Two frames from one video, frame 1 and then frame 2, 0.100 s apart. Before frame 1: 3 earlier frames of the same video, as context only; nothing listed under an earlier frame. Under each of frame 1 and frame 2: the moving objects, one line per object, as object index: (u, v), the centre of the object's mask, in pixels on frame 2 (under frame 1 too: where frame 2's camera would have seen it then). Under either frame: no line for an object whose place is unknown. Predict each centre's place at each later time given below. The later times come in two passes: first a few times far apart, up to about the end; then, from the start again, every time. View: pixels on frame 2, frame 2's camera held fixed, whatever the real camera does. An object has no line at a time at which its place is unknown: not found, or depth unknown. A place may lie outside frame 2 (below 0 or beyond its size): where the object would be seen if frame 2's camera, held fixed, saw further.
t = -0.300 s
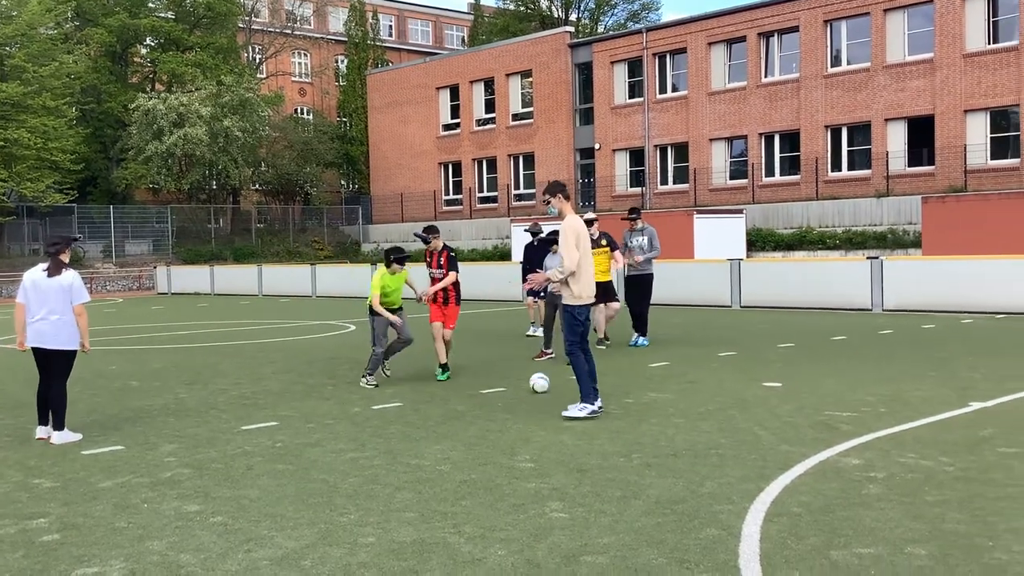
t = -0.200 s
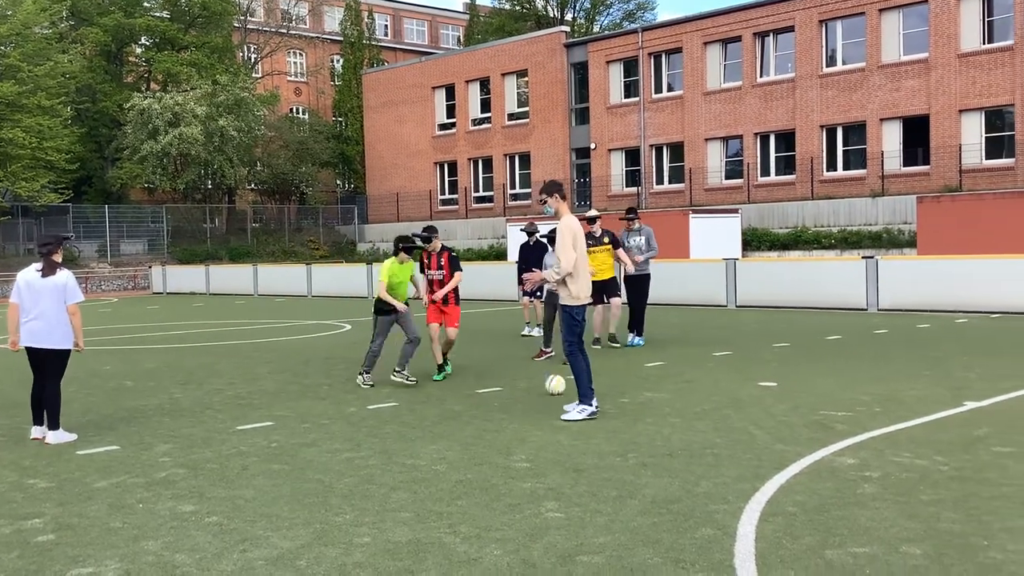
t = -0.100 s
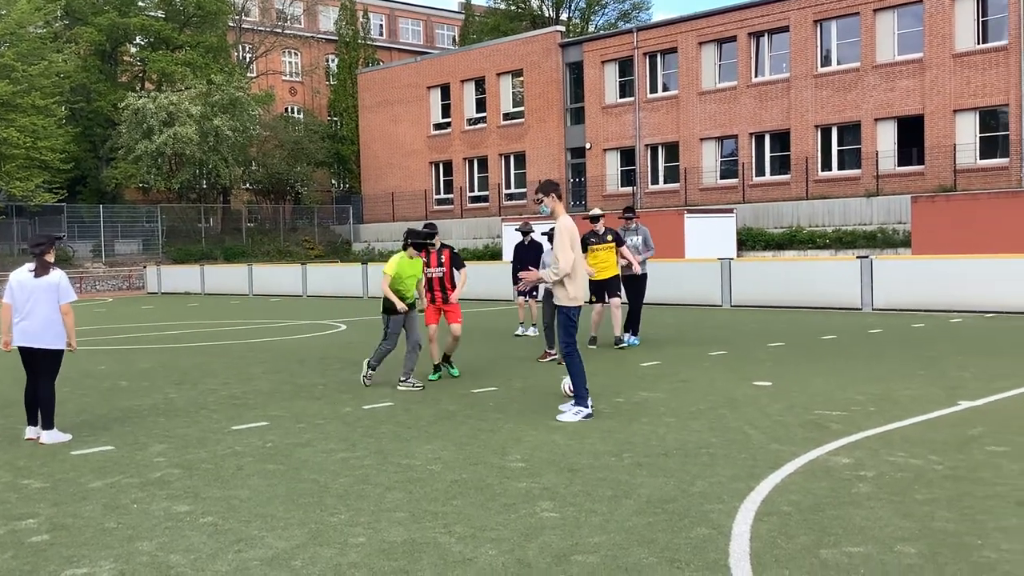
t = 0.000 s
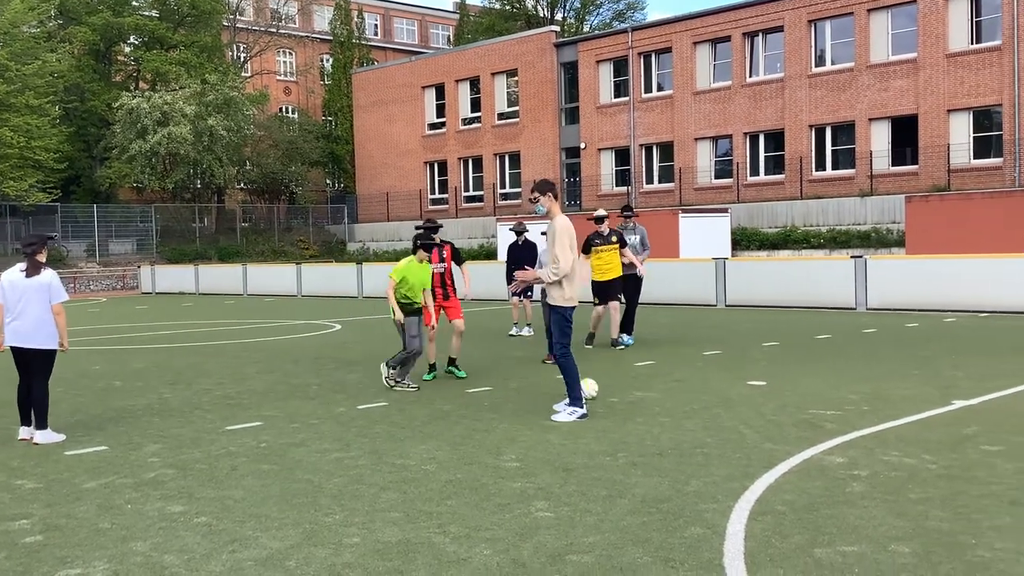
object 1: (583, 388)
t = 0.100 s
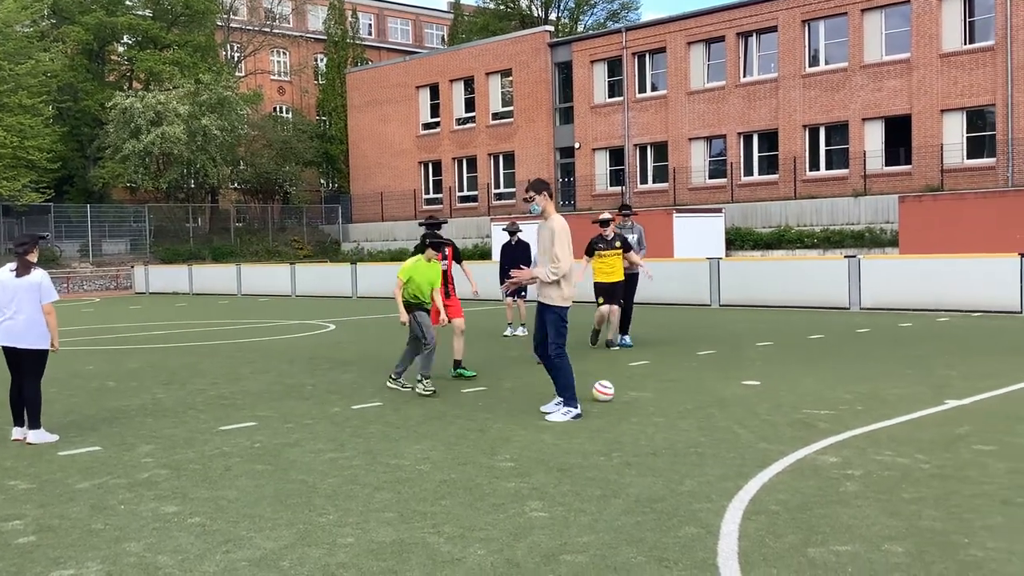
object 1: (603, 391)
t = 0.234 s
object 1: (633, 394)
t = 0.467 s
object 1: (686, 399)
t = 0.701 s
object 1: (742, 405)
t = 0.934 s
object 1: (801, 412)
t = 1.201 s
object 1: (872, 420)
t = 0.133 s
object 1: (611, 391)
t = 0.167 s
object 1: (618, 392)
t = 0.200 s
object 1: (625, 393)
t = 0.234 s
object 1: (633, 394)
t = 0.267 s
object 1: (640, 395)
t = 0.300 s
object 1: (647, 396)
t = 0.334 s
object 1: (655, 396)
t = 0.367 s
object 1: (663, 397)
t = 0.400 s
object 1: (670, 398)
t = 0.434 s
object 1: (678, 399)
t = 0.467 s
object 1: (686, 399)
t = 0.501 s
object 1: (694, 400)
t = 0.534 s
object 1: (702, 401)
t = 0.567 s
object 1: (709, 402)
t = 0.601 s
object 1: (717, 403)
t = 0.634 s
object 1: (725, 404)
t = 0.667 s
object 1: (734, 405)
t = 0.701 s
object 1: (742, 405)
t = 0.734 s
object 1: (750, 406)
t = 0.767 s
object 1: (758, 407)
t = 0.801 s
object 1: (766, 408)
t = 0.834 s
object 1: (775, 409)
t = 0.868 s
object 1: (783, 410)
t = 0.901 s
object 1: (792, 411)
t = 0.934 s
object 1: (801, 412)
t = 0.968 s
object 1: (809, 412)
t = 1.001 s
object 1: (818, 414)
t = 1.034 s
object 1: (827, 415)
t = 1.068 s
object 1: (836, 416)
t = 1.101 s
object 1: (845, 417)
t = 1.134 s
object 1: (854, 417)
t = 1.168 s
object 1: (863, 419)
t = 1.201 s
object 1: (872, 420)
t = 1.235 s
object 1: (881, 421)
